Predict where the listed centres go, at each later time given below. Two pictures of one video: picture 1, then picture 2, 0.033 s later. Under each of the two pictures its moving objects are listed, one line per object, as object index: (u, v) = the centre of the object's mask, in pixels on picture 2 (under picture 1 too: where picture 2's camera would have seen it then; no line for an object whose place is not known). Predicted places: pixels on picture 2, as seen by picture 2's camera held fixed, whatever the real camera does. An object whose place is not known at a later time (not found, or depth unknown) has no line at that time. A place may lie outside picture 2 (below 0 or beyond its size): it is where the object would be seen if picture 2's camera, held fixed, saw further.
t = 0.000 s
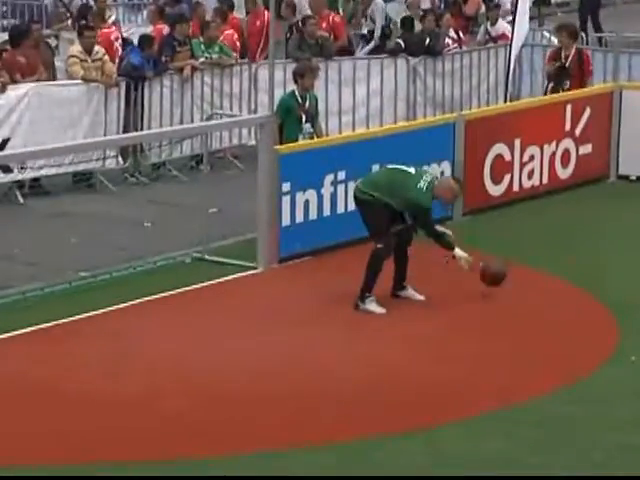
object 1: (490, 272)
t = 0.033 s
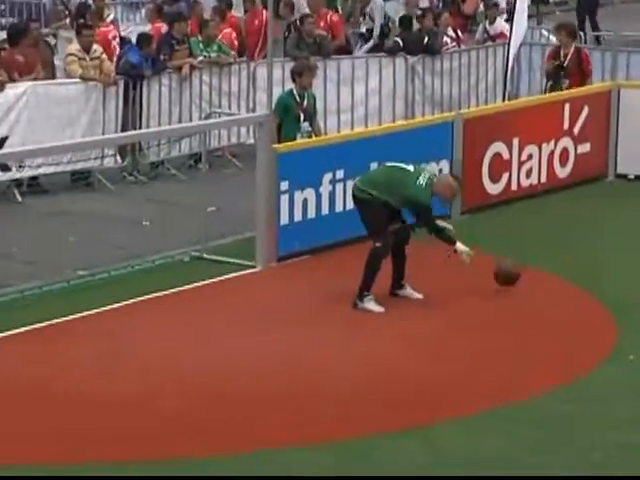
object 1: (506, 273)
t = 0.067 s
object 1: (521, 277)
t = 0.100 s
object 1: (535, 278)
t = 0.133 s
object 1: (546, 274)
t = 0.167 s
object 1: (558, 272)
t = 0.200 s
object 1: (569, 267)
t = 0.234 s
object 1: (580, 267)
